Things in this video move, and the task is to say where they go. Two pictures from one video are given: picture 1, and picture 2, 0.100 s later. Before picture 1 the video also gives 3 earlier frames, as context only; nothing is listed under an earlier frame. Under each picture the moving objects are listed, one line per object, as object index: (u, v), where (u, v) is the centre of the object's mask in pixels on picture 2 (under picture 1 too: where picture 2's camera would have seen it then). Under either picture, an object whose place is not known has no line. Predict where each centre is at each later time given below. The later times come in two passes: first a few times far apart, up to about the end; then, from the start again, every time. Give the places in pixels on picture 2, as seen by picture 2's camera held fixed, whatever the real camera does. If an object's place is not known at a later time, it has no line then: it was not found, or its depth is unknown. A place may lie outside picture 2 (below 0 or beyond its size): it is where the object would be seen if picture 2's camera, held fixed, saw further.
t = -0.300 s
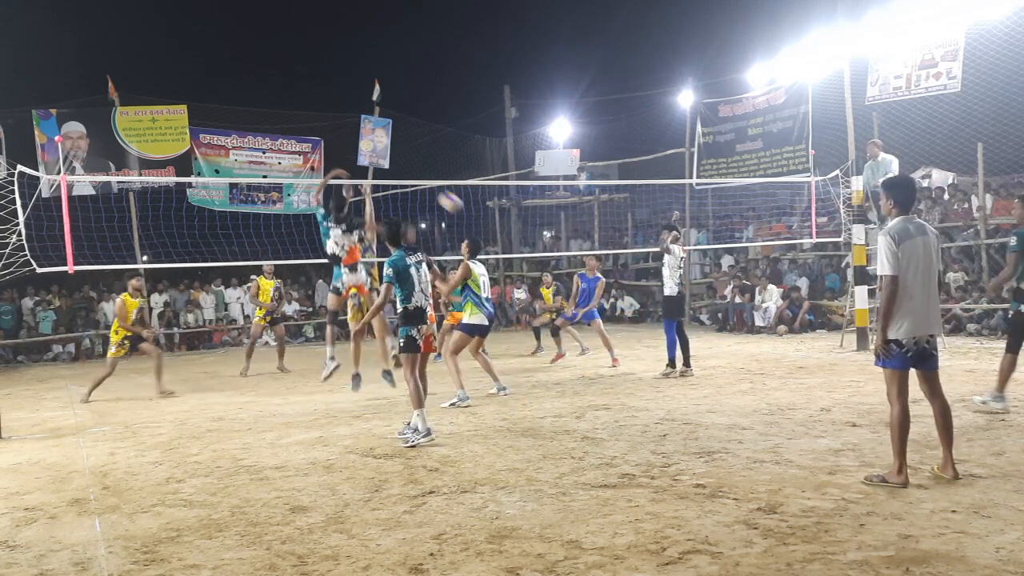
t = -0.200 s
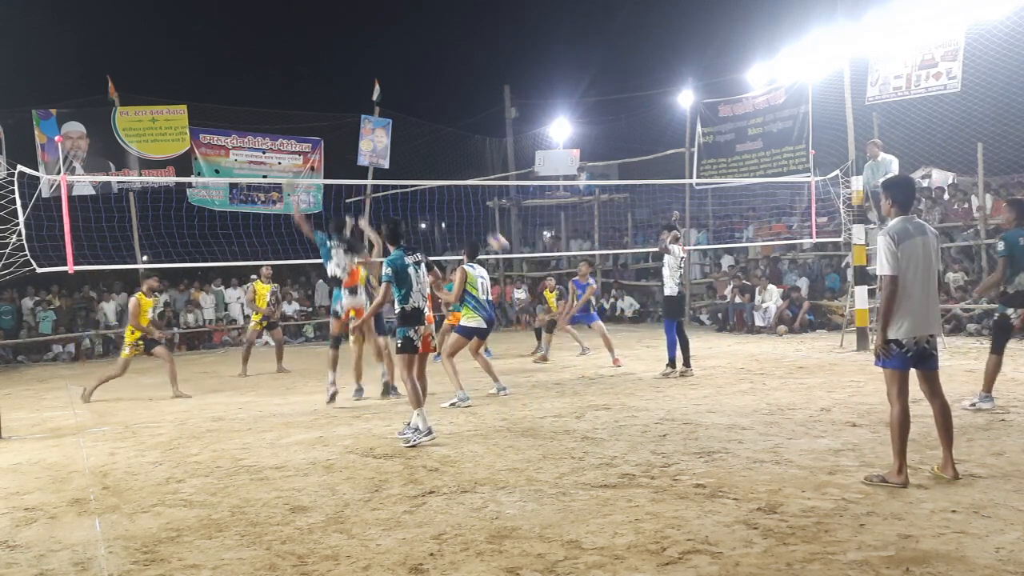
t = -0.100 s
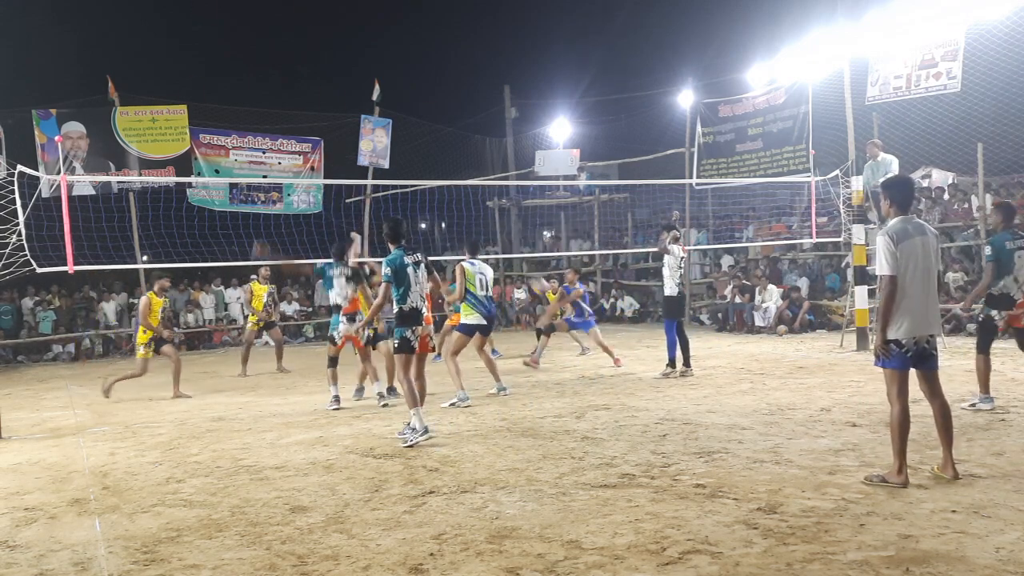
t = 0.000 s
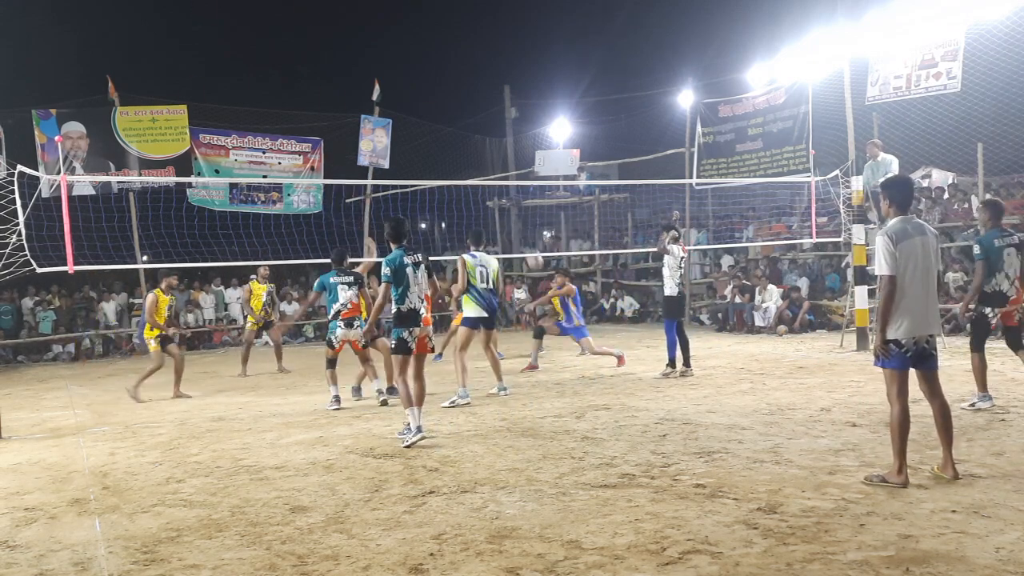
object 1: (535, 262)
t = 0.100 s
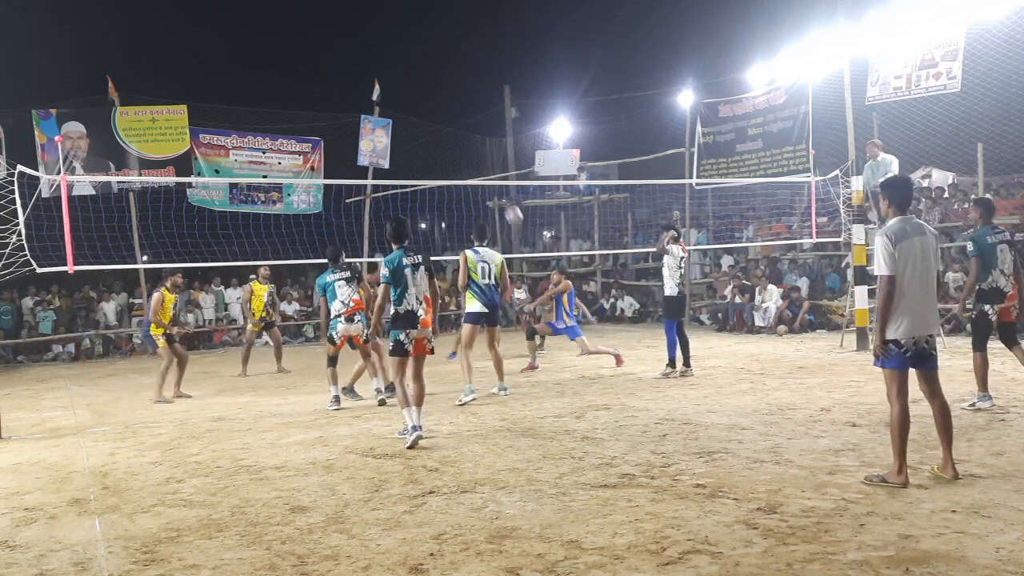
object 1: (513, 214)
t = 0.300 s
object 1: (473, 143)
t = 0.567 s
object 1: (418, 89)
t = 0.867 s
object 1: (357, 91)
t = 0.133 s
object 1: (506, 201)
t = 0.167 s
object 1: (500, 190)
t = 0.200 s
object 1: (492, 174)
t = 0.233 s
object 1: (486, 164)
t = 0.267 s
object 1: (479, 153)
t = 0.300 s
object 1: (473, 143)
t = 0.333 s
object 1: (466, 134)
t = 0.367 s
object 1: (459, 125)
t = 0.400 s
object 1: (452, 117)
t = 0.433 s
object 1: (445, 110)
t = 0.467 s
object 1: (439, 104)
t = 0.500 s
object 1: (432, 98)
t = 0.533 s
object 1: (425, 93)
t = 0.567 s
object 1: (418, 89)
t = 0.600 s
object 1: (412, 86)
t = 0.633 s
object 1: (405, 83)
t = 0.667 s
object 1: (398, 82)
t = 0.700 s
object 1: (392, 81)
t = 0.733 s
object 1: (385, 81)
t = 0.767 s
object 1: (378, 82)
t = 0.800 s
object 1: (371, 85)
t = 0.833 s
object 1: (364, 87)
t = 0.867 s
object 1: (357, 91)
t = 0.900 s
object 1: (351, 96)
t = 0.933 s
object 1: (344, 102)
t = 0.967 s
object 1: (337, 109)
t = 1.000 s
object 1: (330, 117)
